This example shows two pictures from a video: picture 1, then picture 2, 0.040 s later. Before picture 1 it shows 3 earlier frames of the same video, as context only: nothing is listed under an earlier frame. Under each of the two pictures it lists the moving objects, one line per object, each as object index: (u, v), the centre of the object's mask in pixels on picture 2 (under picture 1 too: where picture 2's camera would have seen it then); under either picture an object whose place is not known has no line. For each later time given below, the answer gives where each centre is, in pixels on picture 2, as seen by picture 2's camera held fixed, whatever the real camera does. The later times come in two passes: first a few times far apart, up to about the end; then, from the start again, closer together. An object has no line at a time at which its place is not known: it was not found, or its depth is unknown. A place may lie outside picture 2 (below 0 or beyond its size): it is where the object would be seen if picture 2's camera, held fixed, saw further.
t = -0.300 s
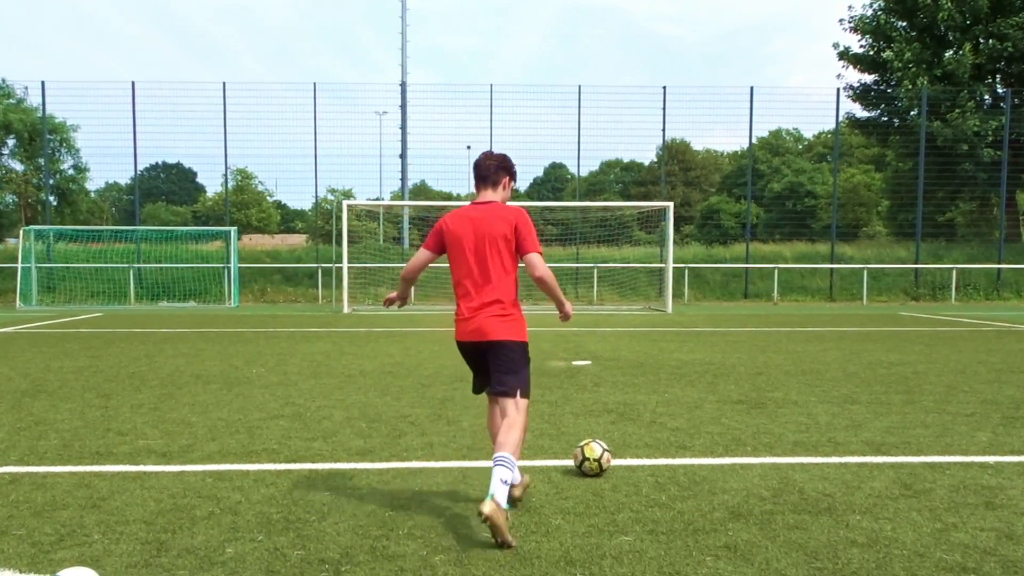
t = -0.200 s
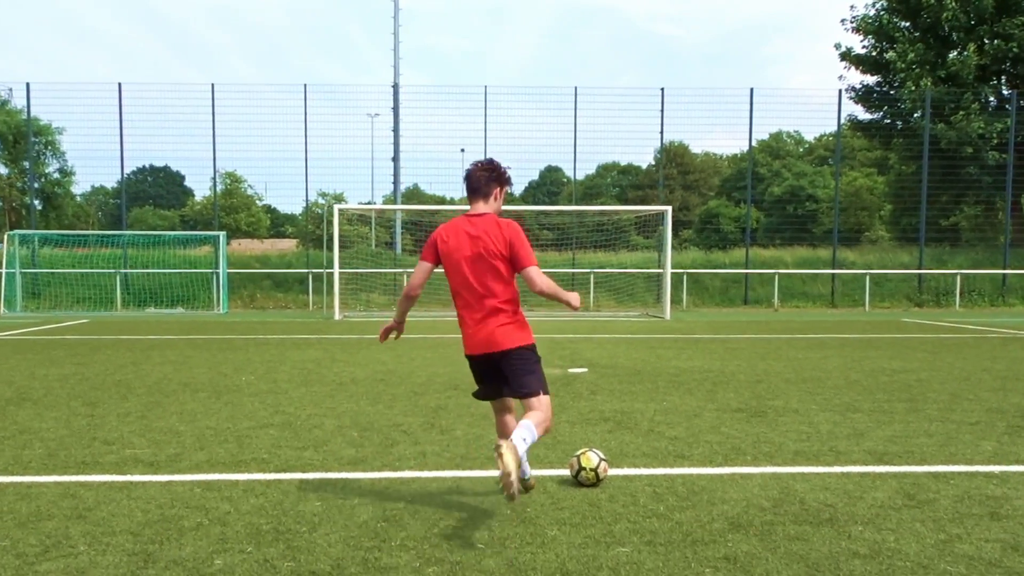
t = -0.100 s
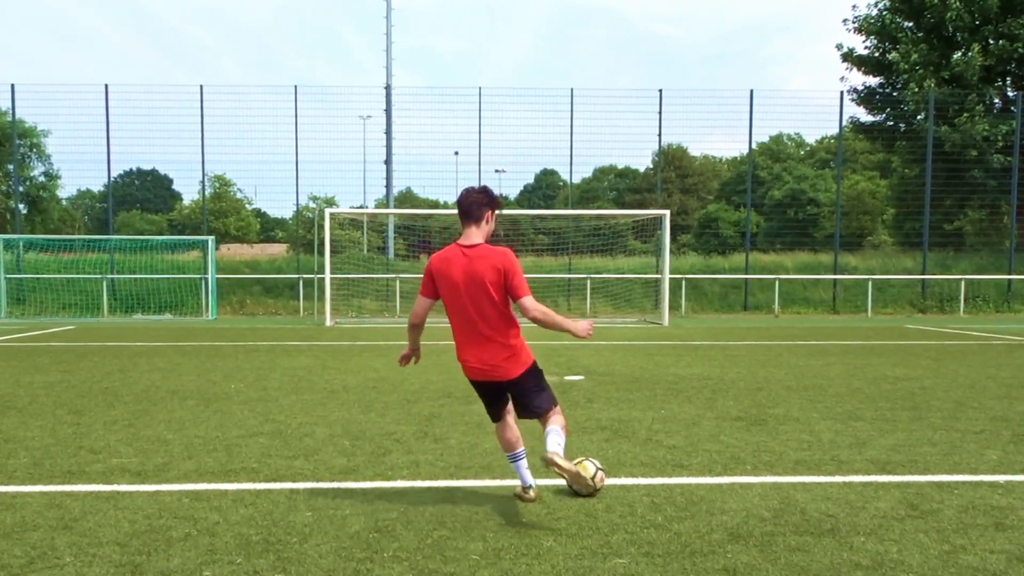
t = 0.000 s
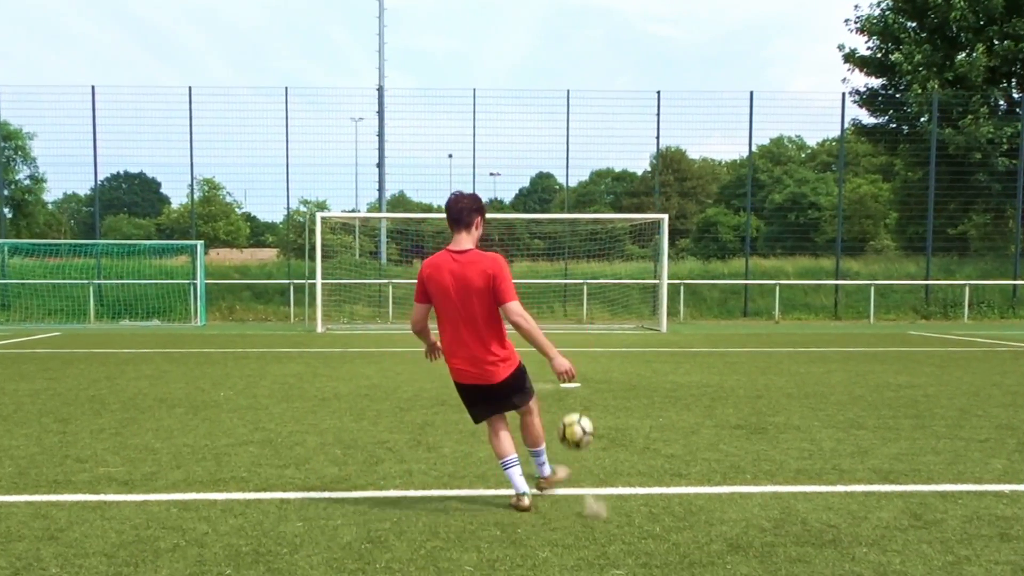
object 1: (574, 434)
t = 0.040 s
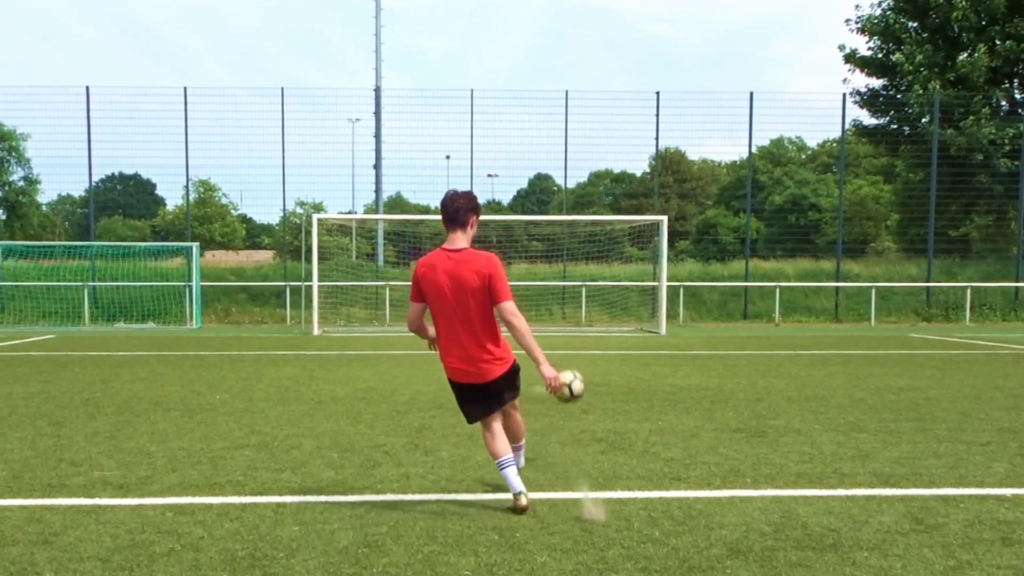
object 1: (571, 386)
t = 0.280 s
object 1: (550, 239)
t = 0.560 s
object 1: (547, 199)
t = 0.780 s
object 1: (549, 209)
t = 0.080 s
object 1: (564, 348)
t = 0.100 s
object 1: (562, 331)
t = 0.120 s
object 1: (560, 316)
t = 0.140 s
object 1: (558, 303)
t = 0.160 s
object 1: (557, 291)
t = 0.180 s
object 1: (555, 280)
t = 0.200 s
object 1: (554, 270)
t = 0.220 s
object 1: (553, 261)
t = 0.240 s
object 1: (551, 254)
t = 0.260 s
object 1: (550, 246)
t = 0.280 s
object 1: (550, 239)
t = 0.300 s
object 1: (549, 234)
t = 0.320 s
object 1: (548, 228)
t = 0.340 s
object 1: (548, 223)
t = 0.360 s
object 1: (548, 219)
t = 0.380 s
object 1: (548, 215)
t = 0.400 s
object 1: (547, 212)
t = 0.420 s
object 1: (547, 210)
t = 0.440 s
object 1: (547, 207)
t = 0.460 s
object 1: (547, 204)
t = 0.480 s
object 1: (547, 203)
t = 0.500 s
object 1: (547, 202)
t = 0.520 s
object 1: (547, 200)
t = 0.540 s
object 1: (547, 199)
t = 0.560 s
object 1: (547, 199)
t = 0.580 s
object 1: (547, 198)
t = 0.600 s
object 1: (547, 198)
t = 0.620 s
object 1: (547, 199)
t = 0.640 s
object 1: (547, 199)
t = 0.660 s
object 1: (548, 200)
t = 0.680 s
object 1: (548, 201)
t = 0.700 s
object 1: (548, 202)
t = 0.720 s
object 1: (549, 203)
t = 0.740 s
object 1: (549, 205)
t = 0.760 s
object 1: (549, 207)
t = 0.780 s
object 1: (549, 209)
